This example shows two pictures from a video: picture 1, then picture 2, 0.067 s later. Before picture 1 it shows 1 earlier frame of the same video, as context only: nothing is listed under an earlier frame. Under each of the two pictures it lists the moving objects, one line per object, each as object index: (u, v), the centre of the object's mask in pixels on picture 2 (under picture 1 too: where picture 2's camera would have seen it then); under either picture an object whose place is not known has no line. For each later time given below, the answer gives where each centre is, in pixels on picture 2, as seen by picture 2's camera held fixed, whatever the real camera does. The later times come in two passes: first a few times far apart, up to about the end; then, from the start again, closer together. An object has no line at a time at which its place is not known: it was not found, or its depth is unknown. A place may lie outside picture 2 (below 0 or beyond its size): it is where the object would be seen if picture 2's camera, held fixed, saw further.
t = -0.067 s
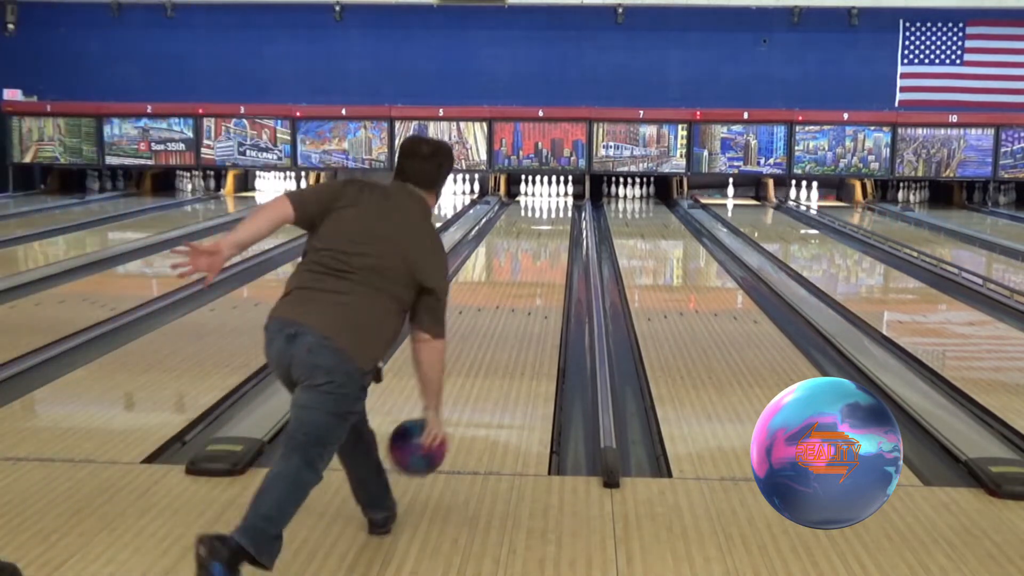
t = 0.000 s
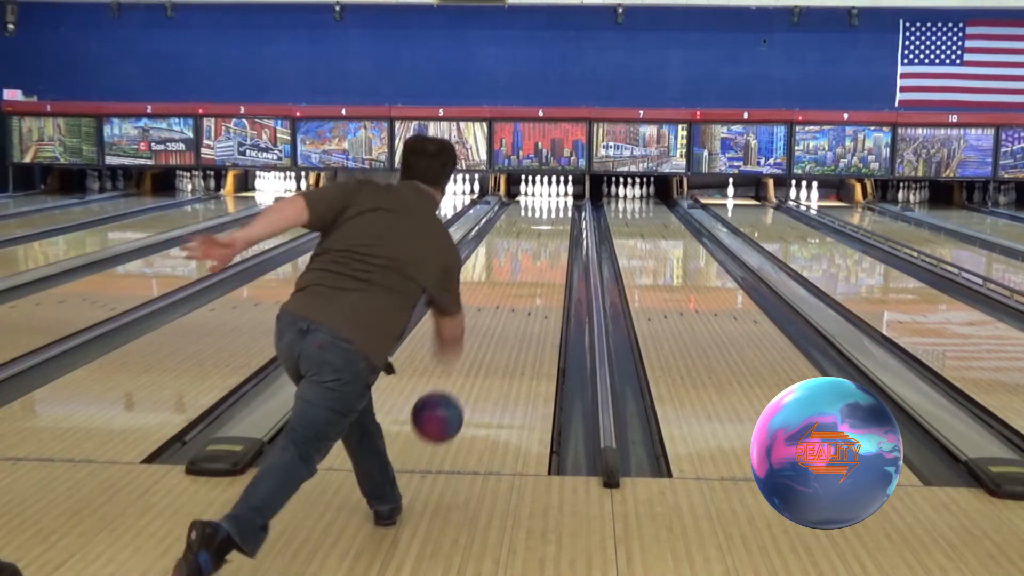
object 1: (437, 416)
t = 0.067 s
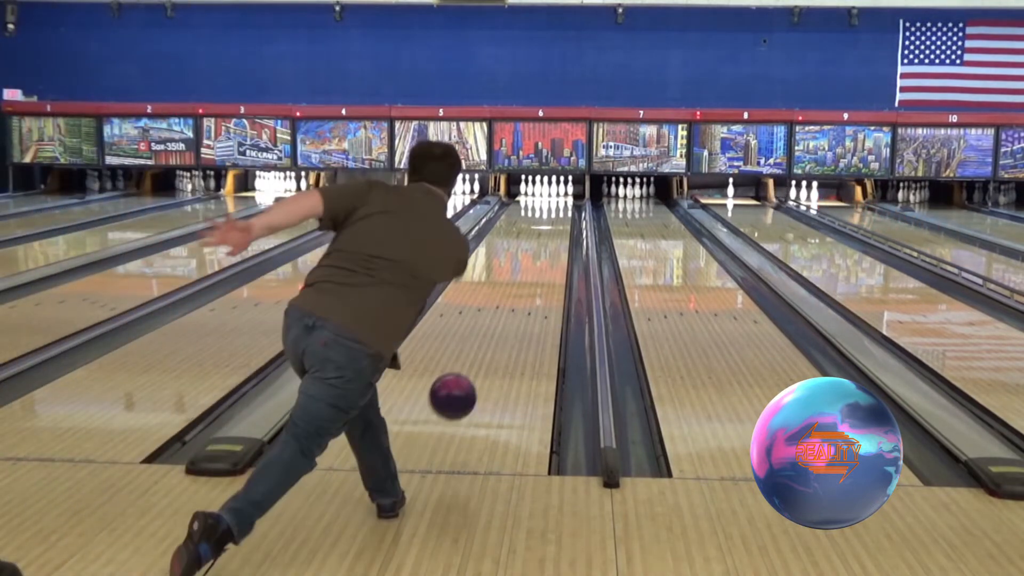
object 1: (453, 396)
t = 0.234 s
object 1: (481, 376)
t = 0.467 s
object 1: (507, 322)
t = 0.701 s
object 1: (524, 288)
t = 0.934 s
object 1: (535, 263)
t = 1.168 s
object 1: (543, 245)
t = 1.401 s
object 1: (549, 230)
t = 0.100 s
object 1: (459, 390)
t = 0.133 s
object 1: (465, 387)
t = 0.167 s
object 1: (471, 387)
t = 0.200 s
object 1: (476, 386)
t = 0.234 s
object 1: (481, 376)
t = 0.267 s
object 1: (486, 366)
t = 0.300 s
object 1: (490, 358)
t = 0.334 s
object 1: (494, 350)
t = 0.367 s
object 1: (497, 342)
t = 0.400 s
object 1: (501, 335)
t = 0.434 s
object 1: (504, 328)
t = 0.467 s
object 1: (507, 322)
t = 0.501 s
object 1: (510, 317)
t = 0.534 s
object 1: (512, 312)
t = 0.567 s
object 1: (515, 306)
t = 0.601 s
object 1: (517, 302)
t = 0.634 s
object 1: (519, 297)
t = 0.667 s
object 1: (522, 292)
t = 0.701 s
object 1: (524, 288)
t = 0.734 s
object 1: (526, 288)
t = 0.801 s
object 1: (530, 275)
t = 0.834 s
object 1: (531, 273)
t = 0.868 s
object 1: (532, 270)
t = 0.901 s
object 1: (534, 266)
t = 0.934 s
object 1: (535, 263)
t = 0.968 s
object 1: (536, 260)
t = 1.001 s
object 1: (538, 257)
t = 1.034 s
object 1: (539, 254)
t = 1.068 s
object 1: (540, 252)
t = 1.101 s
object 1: (541, 249)
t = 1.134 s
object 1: (542, 247)
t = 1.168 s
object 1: (543, 245)
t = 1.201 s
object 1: (544, 242)
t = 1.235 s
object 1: (545, 240)
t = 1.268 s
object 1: (546, 238)
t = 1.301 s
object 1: (547, 236)
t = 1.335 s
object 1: (548, 234)
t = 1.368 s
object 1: (548, 232)
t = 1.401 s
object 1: (549, 230)
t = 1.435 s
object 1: (550, 228)
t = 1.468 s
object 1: (550, 227)
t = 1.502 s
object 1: (551, 225)
